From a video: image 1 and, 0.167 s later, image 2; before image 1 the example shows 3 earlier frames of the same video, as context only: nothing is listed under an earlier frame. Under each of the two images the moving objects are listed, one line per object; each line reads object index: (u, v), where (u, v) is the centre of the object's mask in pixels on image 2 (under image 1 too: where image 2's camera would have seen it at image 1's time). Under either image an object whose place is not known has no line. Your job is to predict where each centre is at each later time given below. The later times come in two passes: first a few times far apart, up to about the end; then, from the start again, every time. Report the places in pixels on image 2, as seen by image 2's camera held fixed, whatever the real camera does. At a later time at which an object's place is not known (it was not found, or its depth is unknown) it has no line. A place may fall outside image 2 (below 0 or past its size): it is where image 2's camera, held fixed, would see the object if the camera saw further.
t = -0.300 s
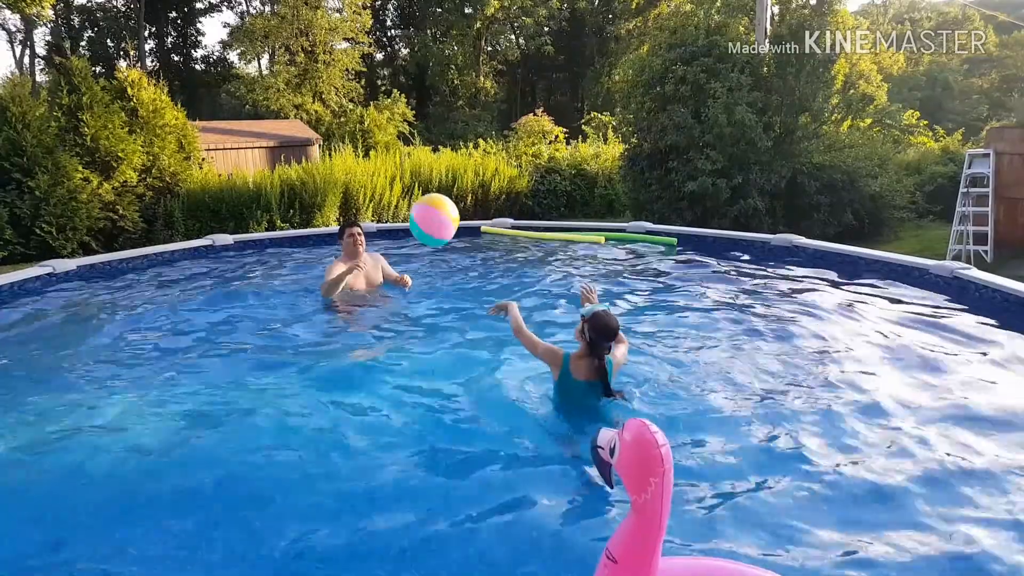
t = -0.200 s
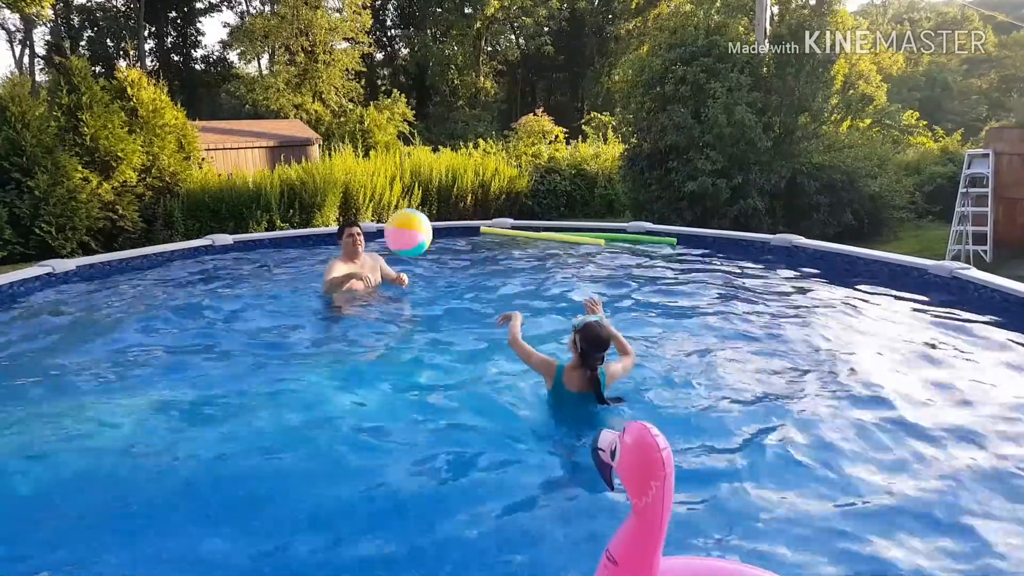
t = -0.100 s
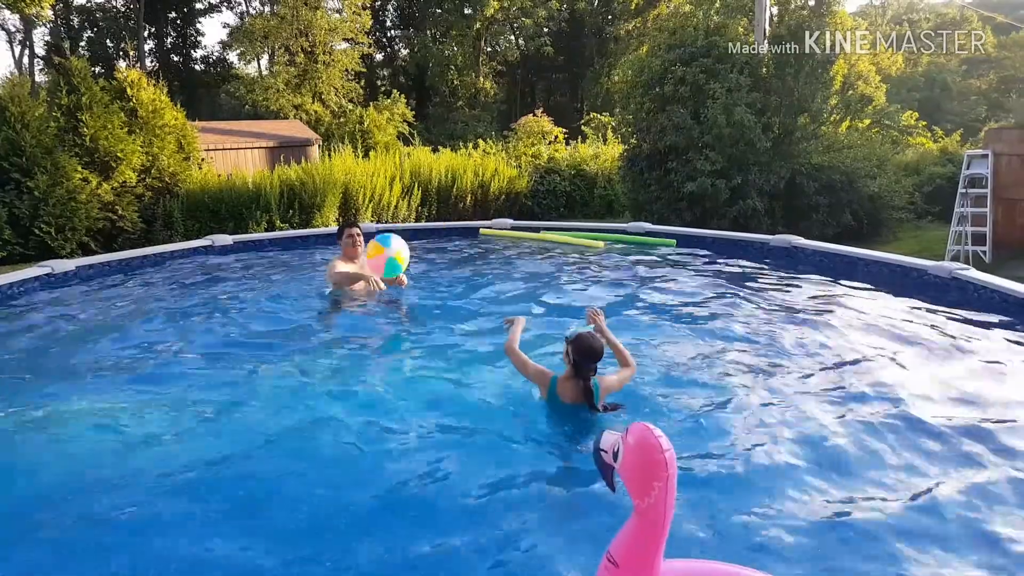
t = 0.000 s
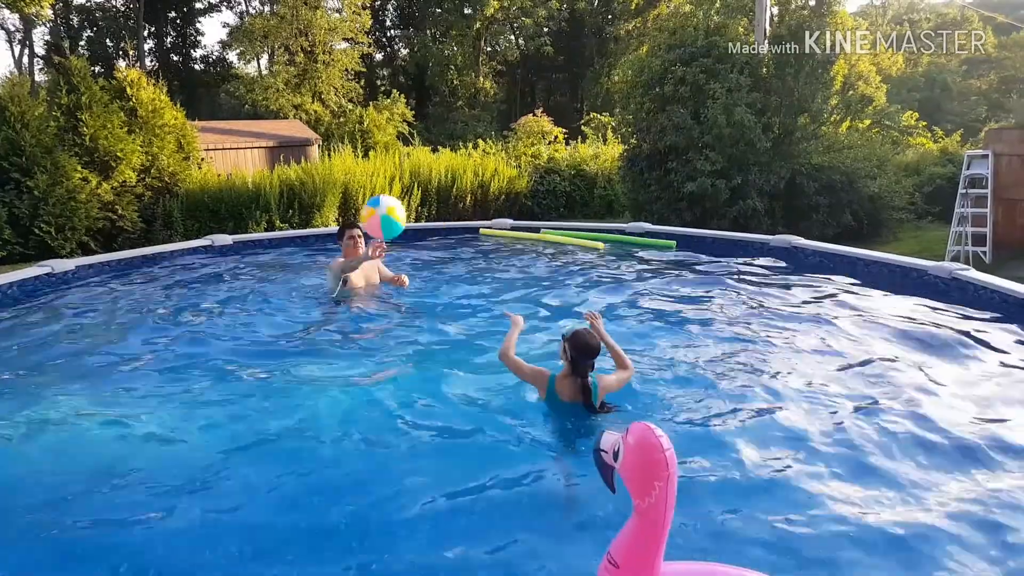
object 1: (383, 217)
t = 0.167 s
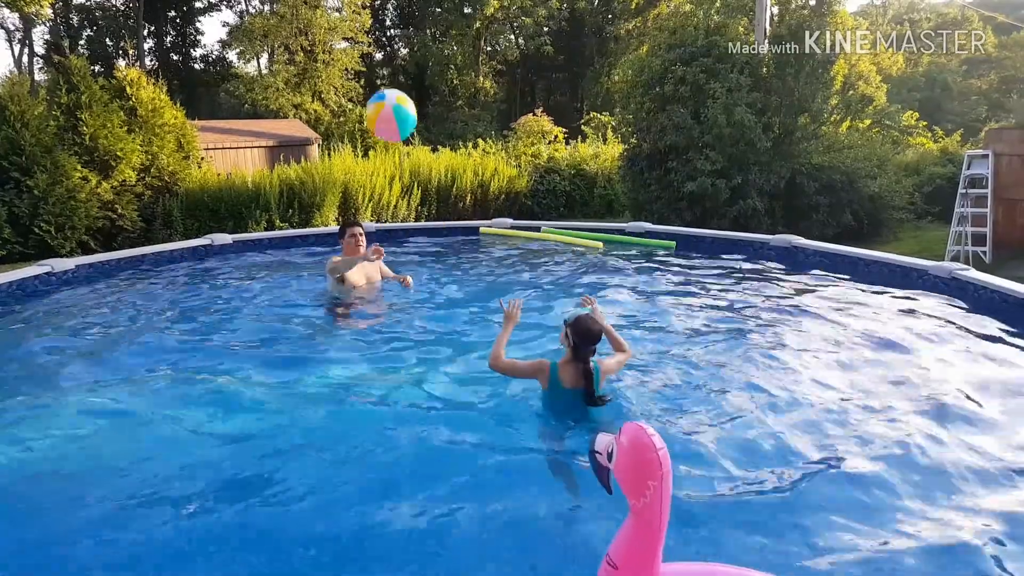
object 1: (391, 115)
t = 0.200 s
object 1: (393, 98)
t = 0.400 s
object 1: (402, 37)
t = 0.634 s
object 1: (409, 59)
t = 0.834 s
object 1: (415, 158)
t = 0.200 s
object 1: (393, 98)
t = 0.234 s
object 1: (395, 82)
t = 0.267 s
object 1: (396, 69)
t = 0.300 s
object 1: (398, 57)
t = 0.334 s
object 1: (400, 48)
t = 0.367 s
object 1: (401, 42)
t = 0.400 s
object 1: (402, 37)
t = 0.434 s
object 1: (403, 35)
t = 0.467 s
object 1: (403, 34)
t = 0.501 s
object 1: (404, 35)
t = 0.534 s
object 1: (405, 38)
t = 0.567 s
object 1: (407, 43)
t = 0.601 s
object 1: (408, 50)
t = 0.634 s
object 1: (409, 59)
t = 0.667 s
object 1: (411, 70)
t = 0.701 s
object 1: (412, 84)
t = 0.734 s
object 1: (413, 99)
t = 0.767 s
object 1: (414, 116)
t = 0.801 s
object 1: (414, 136)
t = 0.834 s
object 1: (415, 158)
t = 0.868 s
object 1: (415, 182)
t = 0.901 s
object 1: (414, 207)
